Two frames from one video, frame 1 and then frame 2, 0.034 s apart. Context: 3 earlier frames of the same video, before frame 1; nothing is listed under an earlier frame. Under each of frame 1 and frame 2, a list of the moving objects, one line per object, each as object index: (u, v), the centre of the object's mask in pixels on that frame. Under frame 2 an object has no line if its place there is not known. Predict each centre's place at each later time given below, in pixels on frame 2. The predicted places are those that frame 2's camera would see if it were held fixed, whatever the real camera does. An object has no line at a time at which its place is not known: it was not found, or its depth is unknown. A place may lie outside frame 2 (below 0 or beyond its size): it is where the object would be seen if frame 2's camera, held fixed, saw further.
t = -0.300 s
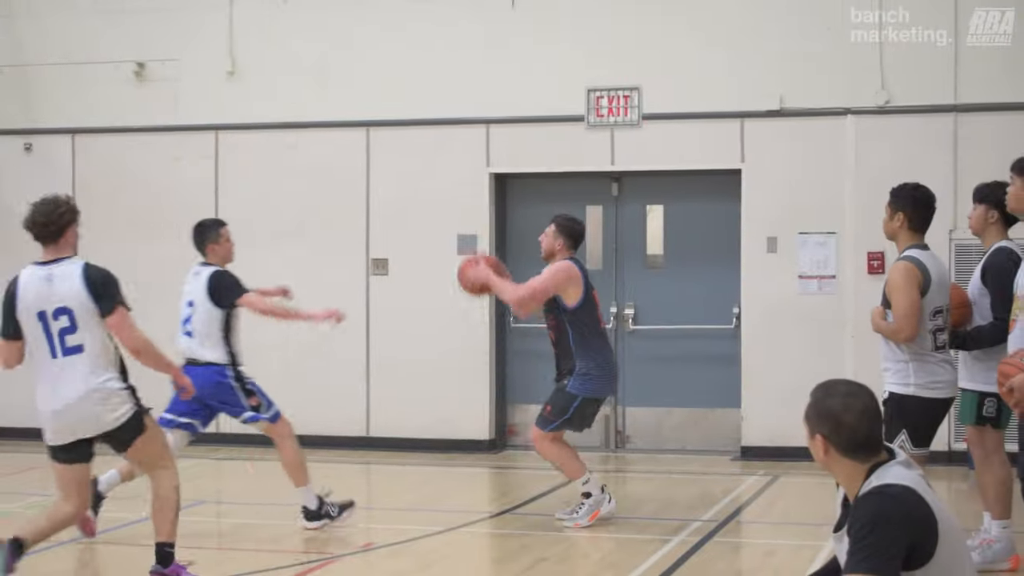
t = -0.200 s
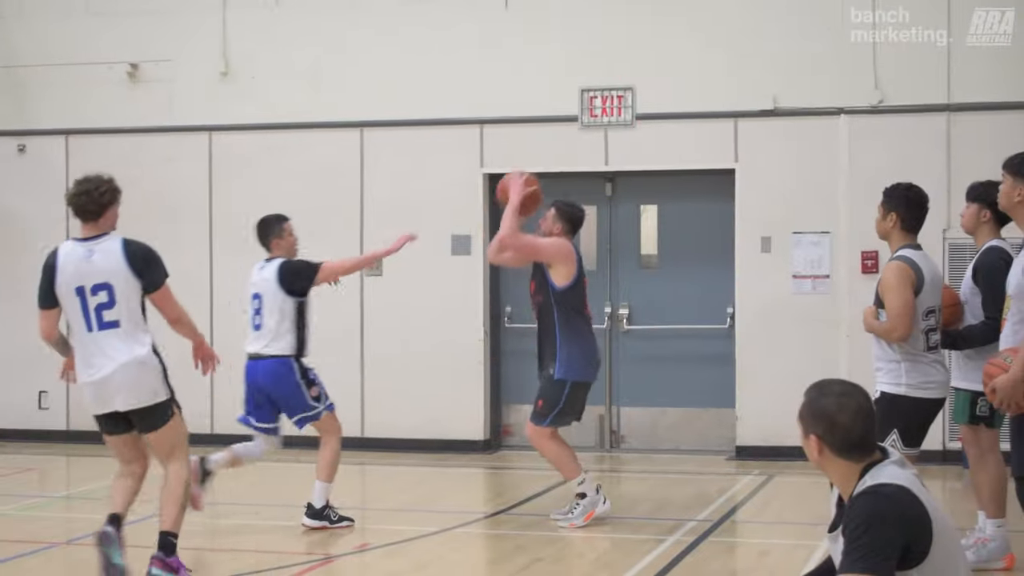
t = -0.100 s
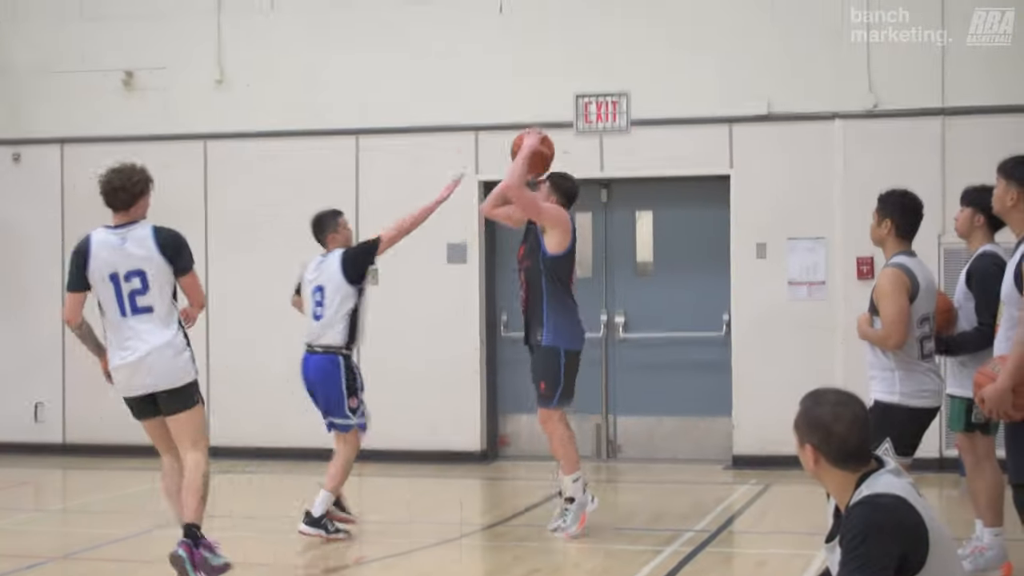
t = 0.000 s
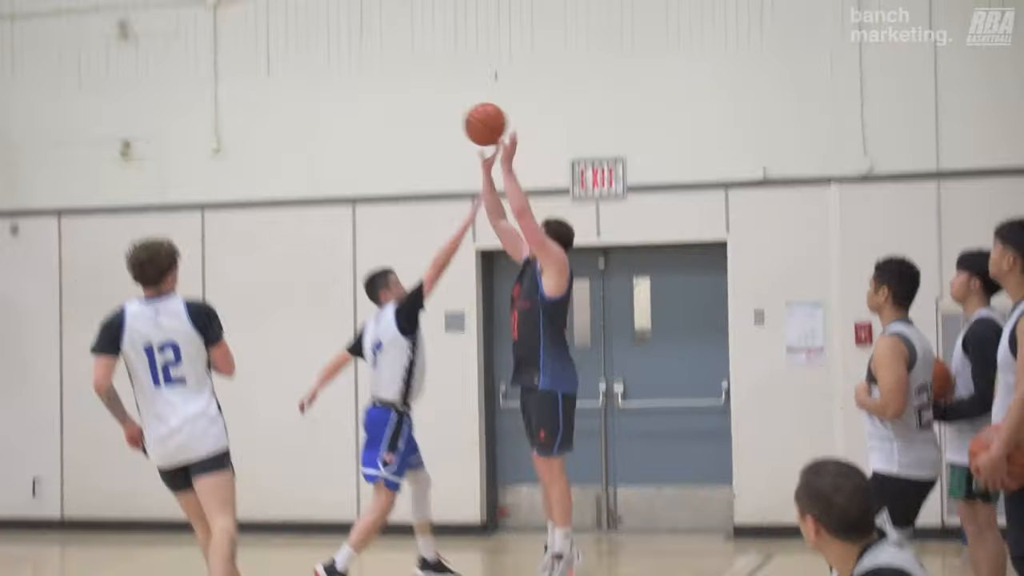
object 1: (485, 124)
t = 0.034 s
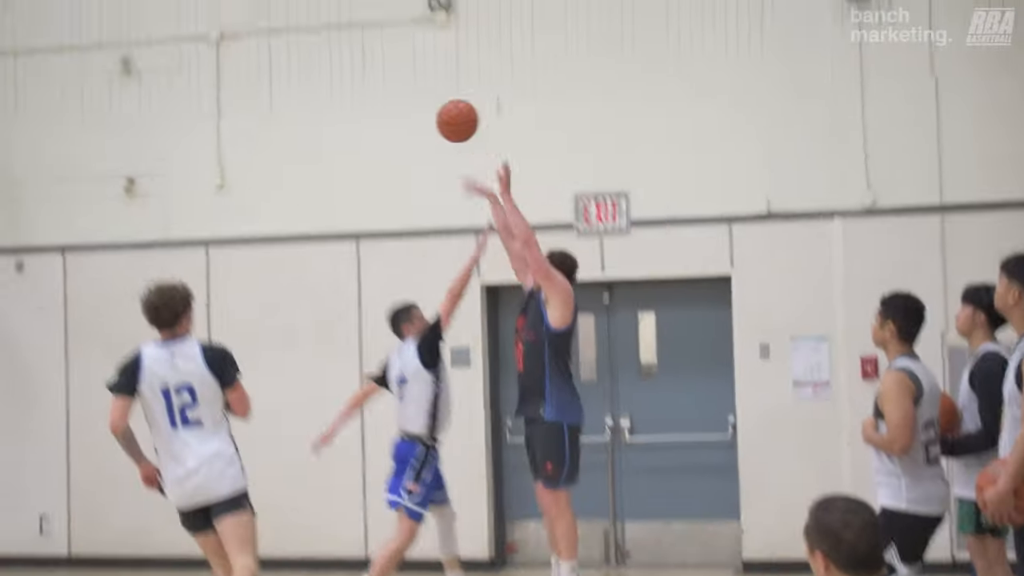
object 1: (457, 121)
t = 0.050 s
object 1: (442, 102)
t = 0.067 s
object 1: (427, 83)
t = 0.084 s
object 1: (412, 67)
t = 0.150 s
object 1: (353, 5)
